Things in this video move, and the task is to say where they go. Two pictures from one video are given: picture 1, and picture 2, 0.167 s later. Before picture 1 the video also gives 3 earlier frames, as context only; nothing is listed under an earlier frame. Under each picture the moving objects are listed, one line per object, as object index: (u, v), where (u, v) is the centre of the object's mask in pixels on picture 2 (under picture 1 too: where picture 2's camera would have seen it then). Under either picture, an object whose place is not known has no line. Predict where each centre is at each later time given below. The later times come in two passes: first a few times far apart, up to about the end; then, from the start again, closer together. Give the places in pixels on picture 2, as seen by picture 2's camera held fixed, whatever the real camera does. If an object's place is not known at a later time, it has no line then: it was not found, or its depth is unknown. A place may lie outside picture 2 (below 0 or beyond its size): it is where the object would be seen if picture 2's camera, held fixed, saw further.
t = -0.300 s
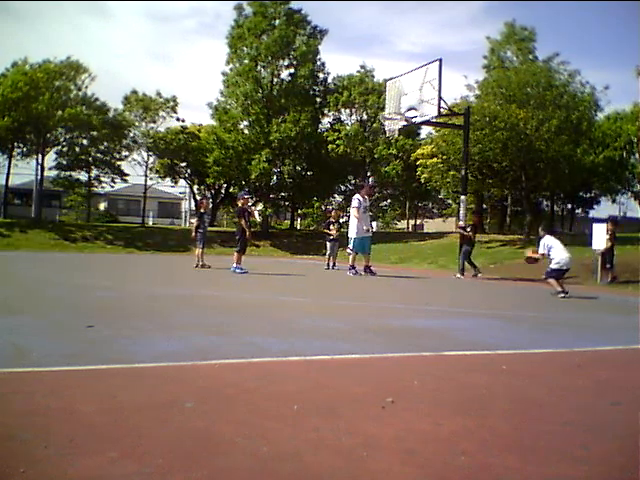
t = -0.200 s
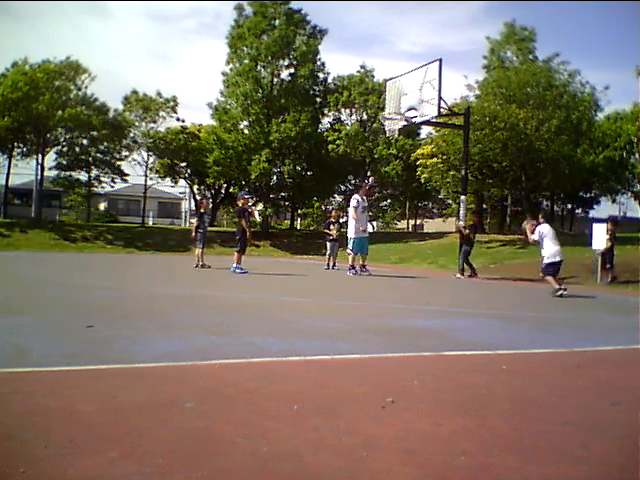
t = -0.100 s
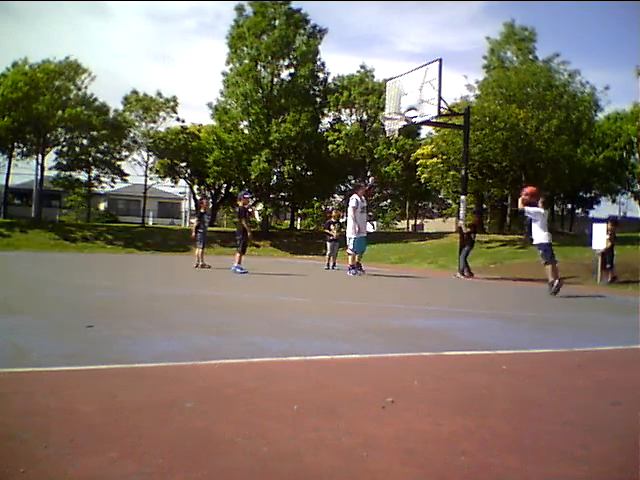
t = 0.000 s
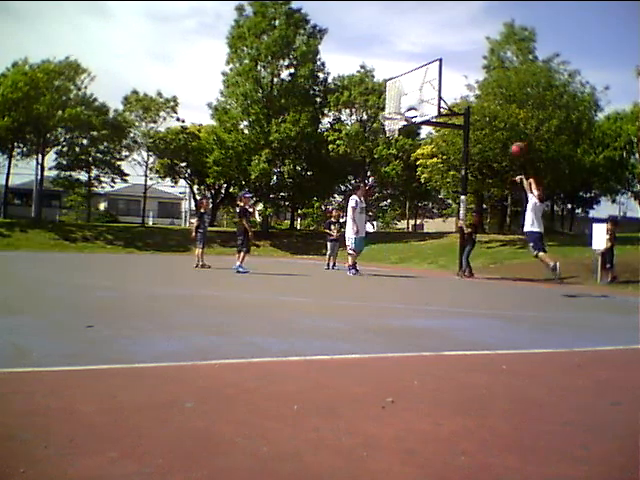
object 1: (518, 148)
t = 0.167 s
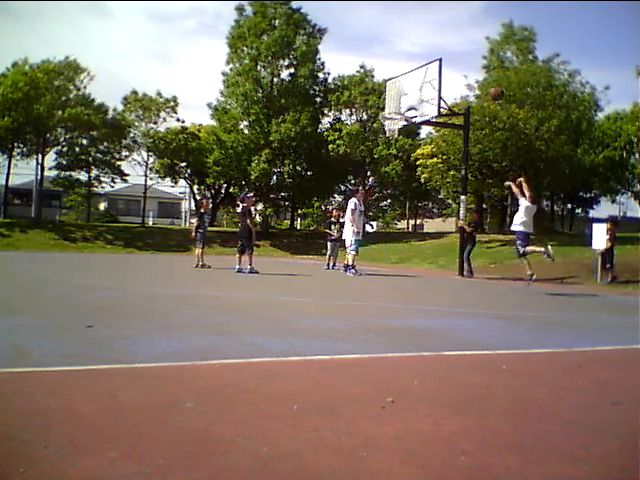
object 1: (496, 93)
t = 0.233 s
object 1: (488, 76)
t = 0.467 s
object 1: (462, 42)
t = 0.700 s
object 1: (438, 43)
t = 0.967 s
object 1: (411, 79)
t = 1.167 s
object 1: (405, 97)
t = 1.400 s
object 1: (425, 83)
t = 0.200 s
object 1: (493, 85)
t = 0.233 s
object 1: (488, 76)
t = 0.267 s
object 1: (485, 69)
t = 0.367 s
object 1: (472, 52)
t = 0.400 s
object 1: (469, 48)
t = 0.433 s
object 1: (466, 45)
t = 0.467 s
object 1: (462, 42)
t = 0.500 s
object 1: (458, 40)
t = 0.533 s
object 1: (455, 39)
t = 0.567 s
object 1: (451, 39)
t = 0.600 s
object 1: (448, 39)
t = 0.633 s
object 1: (444, 40)
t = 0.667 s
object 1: (441, 41)
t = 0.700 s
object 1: (438, 43)
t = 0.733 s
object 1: (434, 46)
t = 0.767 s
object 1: (431, 49)
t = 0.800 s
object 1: (427, 53)
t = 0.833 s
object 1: (424, 57)
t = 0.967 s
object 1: (411, 79)
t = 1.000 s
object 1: (407, 87)
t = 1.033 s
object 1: (405, 94)
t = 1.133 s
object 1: (403, 102)
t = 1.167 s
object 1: (405, 97)
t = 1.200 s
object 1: (408, 93)
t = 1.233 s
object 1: (411, 90)
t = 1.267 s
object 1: (414, 88)
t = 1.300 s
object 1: (417, 85)
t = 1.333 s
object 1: (420, 84)
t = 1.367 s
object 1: (422, 83)
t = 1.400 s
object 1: (425, 83)
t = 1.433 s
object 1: (428, 83)
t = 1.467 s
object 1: (432, 84)
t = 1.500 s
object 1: (434, 86)
